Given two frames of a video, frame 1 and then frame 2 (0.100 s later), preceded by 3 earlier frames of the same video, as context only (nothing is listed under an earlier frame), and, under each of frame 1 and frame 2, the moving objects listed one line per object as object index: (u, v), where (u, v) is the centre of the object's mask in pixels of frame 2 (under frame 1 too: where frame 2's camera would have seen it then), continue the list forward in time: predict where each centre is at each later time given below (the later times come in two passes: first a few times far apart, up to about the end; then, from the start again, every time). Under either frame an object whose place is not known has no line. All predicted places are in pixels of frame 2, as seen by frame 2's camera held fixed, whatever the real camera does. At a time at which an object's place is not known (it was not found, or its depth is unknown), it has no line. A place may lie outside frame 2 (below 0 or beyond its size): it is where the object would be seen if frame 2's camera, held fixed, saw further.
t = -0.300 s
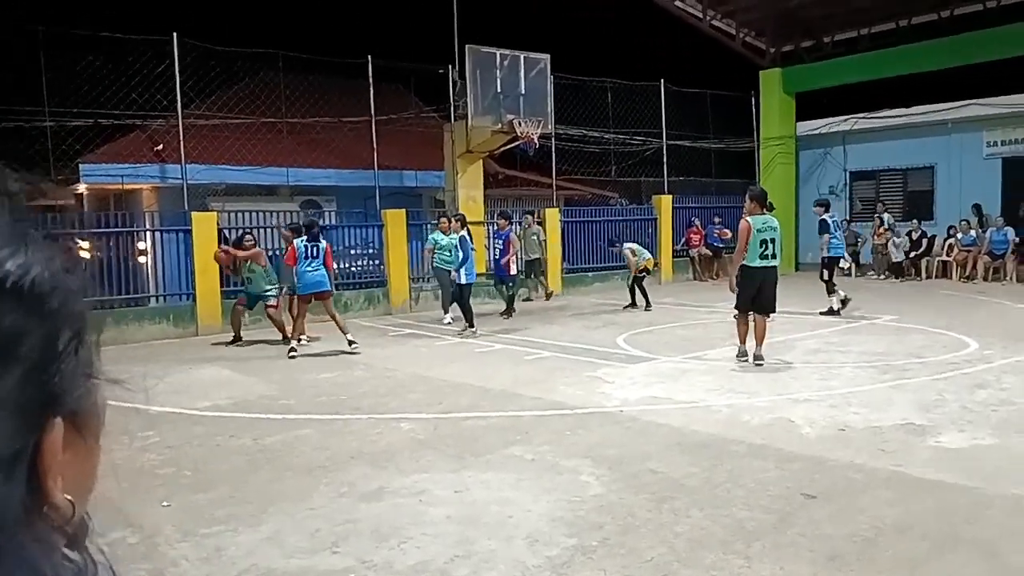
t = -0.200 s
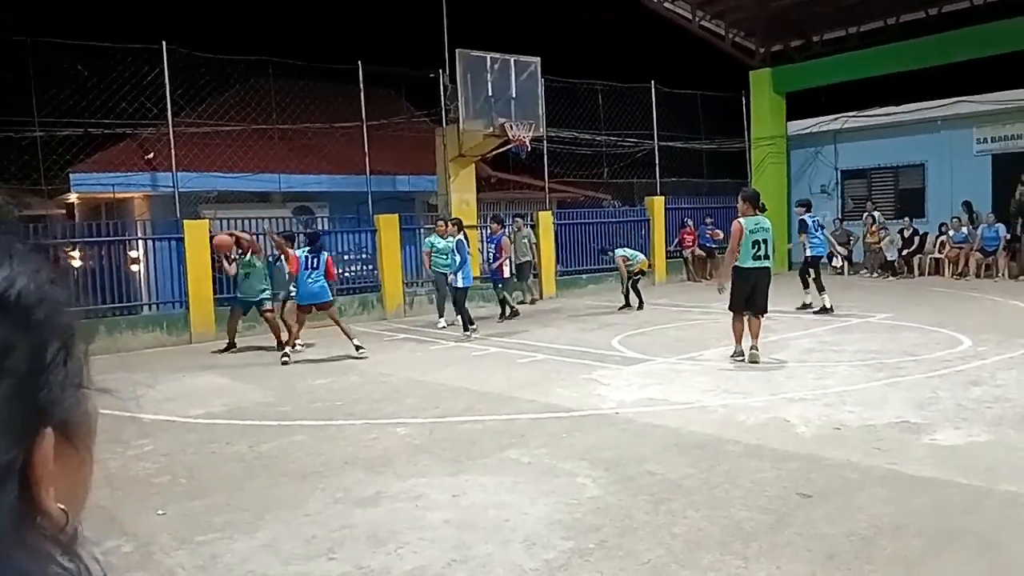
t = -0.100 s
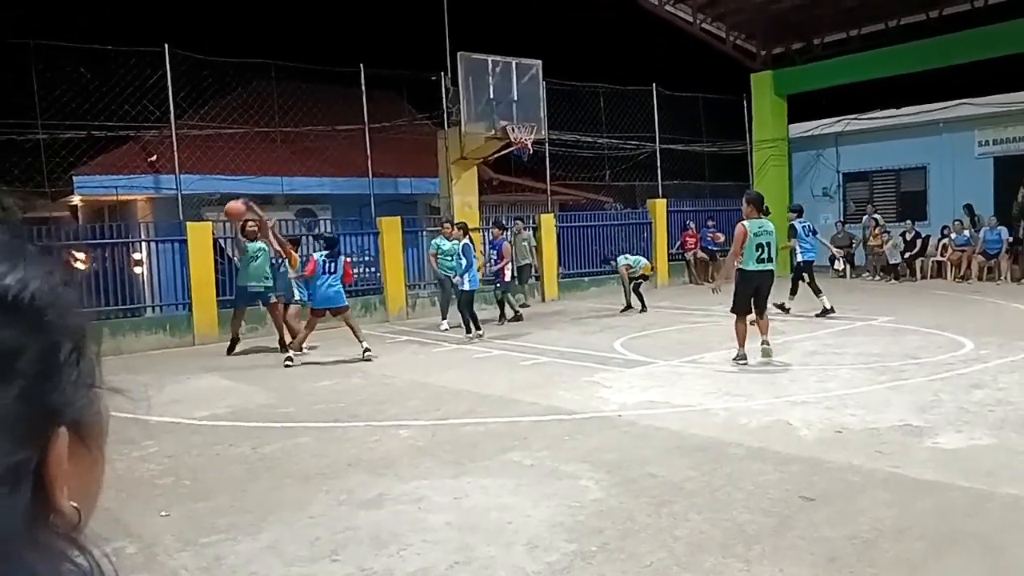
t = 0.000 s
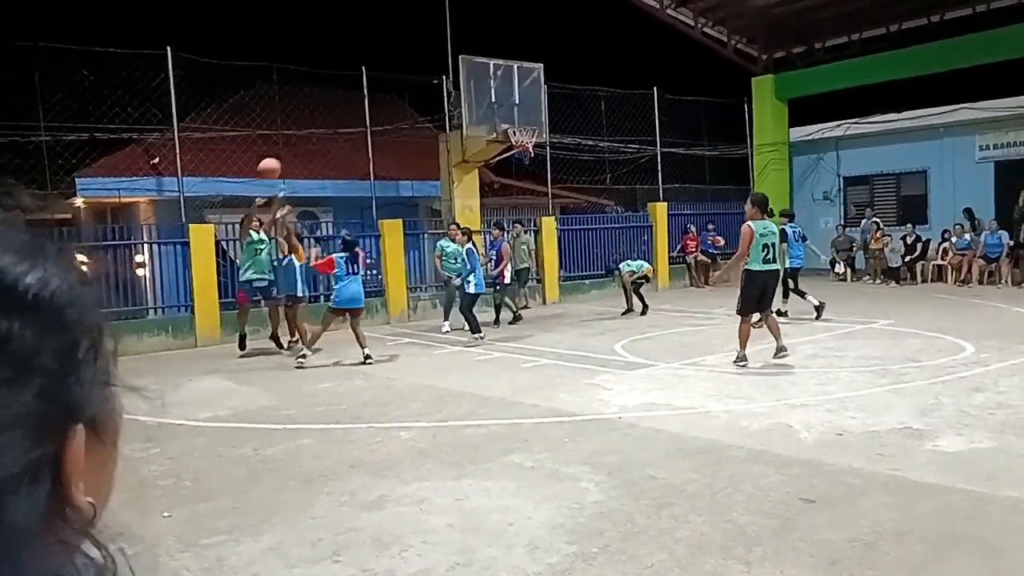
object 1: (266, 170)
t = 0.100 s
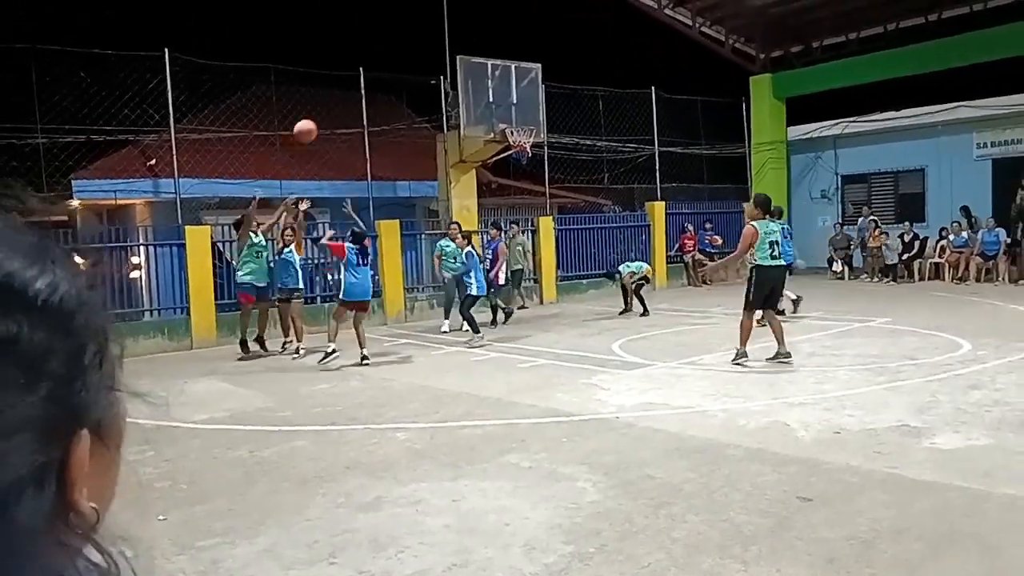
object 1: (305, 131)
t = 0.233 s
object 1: (361, 89)
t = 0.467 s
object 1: (469, 52)
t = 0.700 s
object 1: (592, 65)
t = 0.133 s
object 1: (318, 120)
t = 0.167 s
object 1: (332, 109)
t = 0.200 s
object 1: (346, 99)
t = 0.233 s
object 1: (361, 89)
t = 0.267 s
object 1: (376, 81)
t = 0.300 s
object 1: (390, 74)
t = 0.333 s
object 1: (405, 68)
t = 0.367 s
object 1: (421, 63)
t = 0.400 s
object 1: (437, 58)
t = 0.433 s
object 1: (453, 54)
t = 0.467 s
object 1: (469, 52)
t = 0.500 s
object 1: (486, 51)
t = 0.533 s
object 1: (503, 50)
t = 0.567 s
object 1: (520, 51)
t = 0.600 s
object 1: (538, 53)
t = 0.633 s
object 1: (555, 56)
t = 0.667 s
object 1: (573, 60)
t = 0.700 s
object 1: (592, 65)
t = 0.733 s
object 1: (611, 71)
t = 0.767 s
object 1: (631, 79)
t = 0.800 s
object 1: (651, 88)
